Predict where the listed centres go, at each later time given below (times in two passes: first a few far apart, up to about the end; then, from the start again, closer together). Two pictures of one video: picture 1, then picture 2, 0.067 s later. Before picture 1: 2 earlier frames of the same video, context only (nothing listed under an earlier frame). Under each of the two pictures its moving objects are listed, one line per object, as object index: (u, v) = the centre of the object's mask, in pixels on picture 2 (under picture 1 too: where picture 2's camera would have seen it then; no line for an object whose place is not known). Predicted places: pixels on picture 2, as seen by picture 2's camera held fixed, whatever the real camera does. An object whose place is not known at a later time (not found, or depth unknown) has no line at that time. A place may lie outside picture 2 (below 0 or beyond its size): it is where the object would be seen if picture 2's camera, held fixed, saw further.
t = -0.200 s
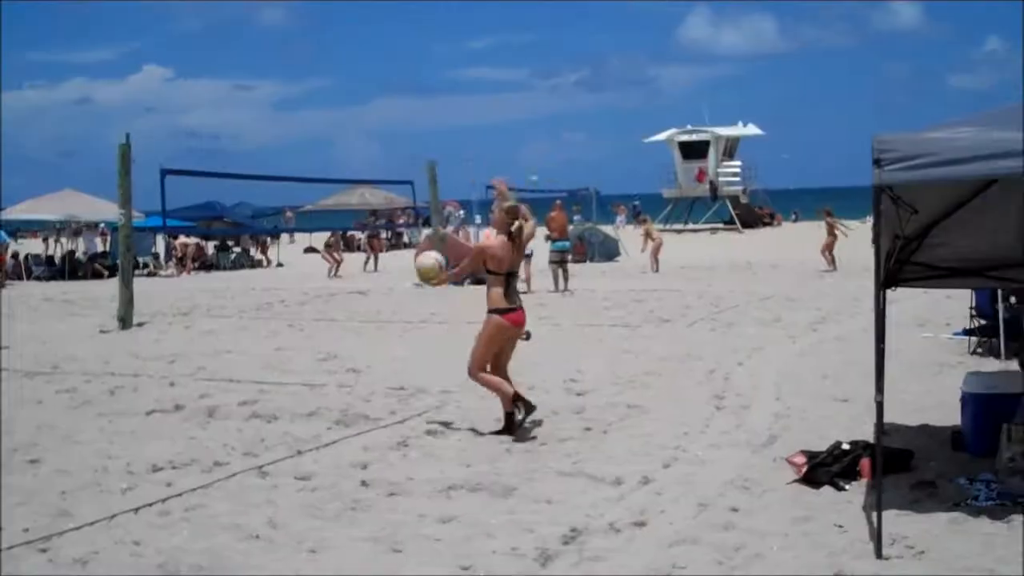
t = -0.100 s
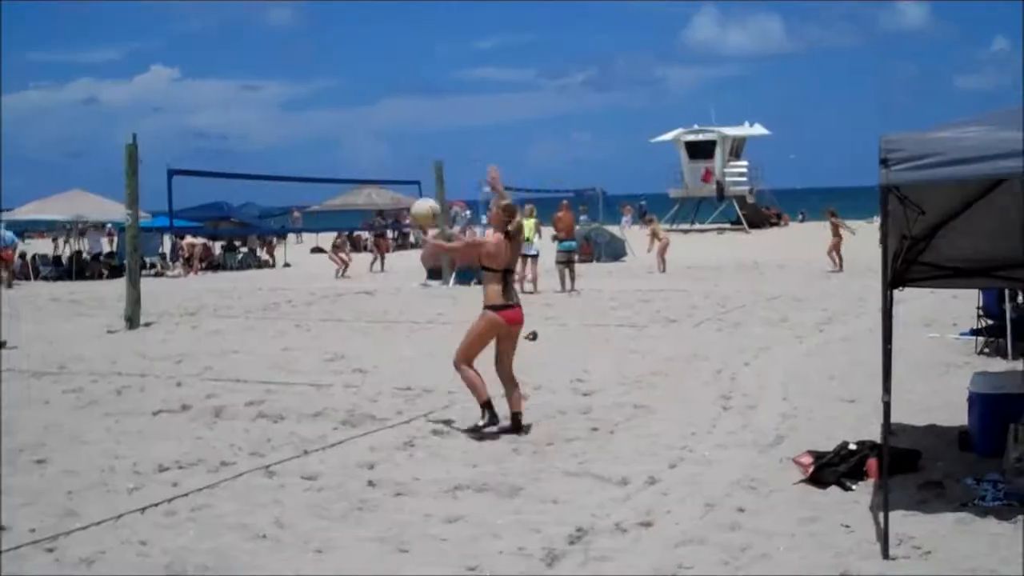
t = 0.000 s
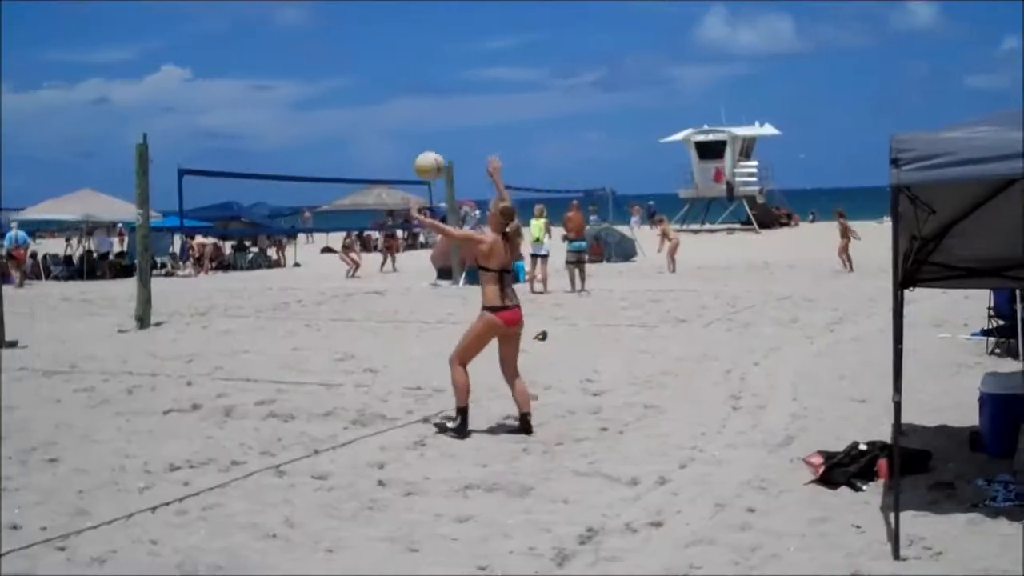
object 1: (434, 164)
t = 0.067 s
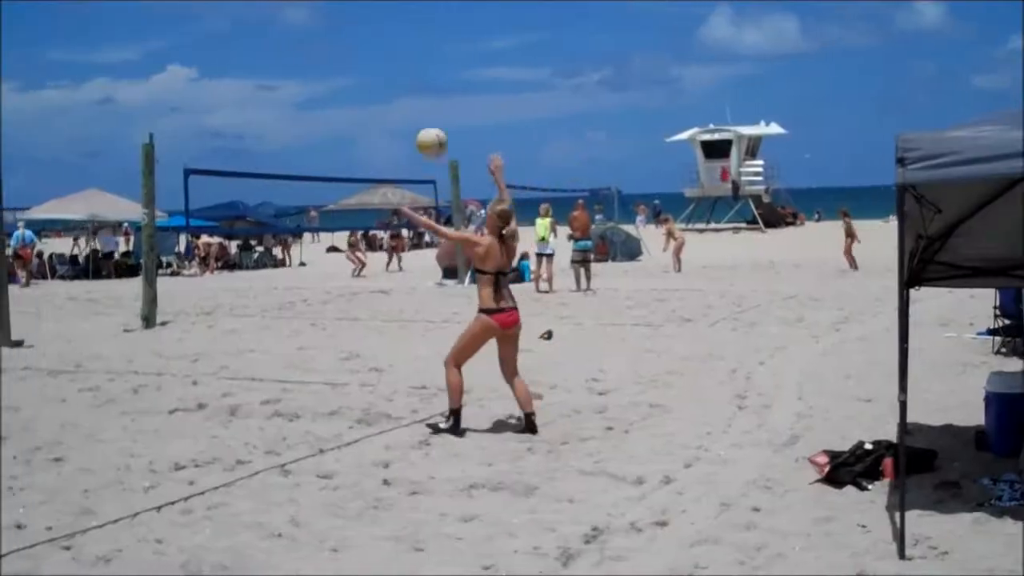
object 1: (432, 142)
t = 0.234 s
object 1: (423, 110)
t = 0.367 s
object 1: (416, 113)
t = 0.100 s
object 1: (430, 133)
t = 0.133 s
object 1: (428, 124)
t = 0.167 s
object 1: (426, 118)
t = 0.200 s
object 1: (424, 113)
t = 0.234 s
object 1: (423, 110)
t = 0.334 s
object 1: (418, 110)
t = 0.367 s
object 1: (416, 113)
